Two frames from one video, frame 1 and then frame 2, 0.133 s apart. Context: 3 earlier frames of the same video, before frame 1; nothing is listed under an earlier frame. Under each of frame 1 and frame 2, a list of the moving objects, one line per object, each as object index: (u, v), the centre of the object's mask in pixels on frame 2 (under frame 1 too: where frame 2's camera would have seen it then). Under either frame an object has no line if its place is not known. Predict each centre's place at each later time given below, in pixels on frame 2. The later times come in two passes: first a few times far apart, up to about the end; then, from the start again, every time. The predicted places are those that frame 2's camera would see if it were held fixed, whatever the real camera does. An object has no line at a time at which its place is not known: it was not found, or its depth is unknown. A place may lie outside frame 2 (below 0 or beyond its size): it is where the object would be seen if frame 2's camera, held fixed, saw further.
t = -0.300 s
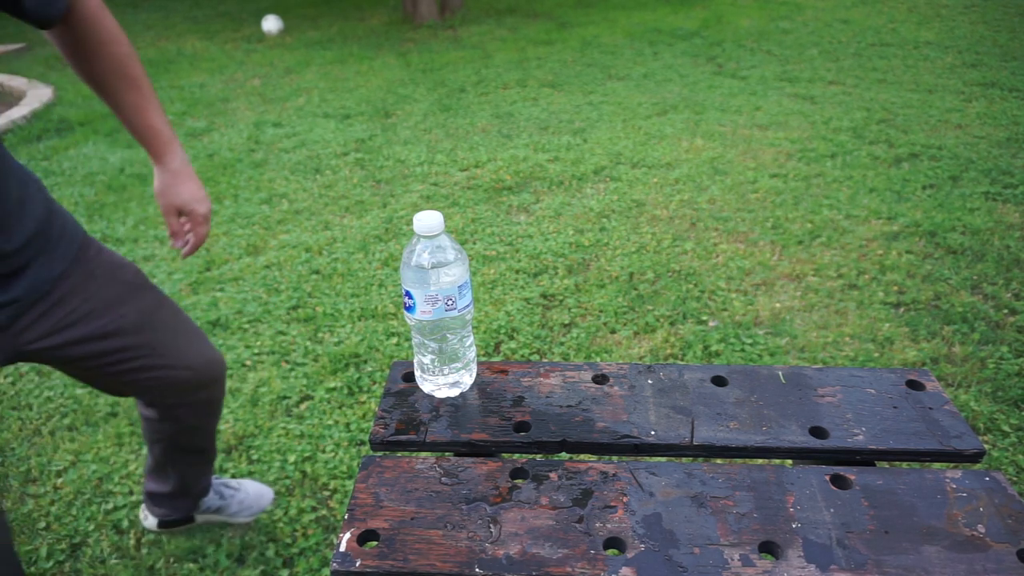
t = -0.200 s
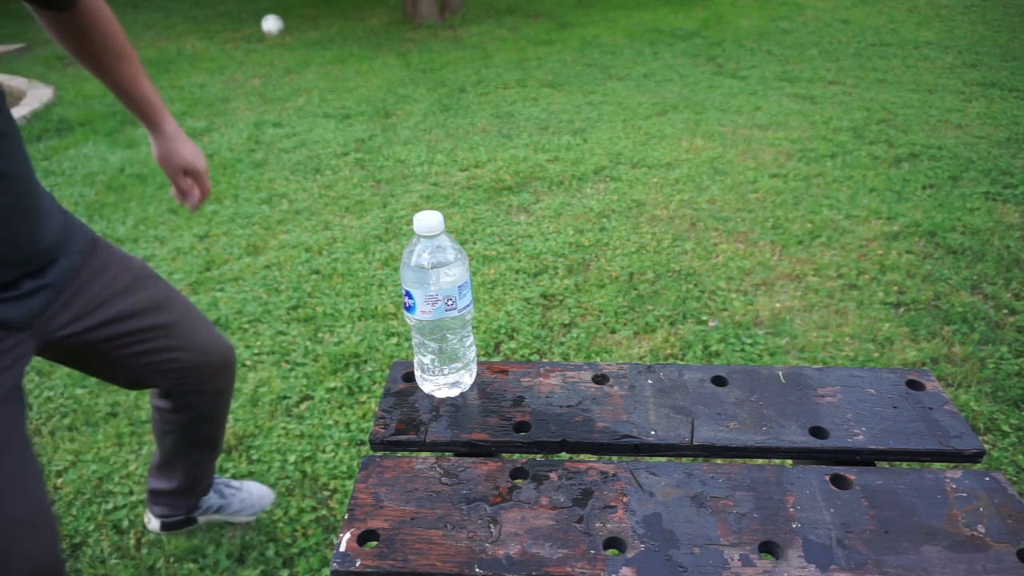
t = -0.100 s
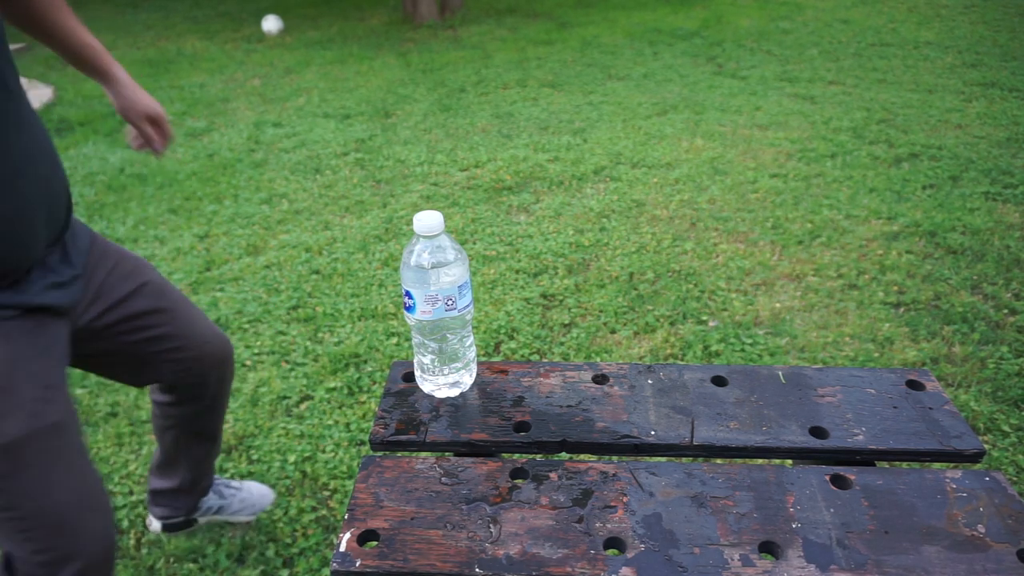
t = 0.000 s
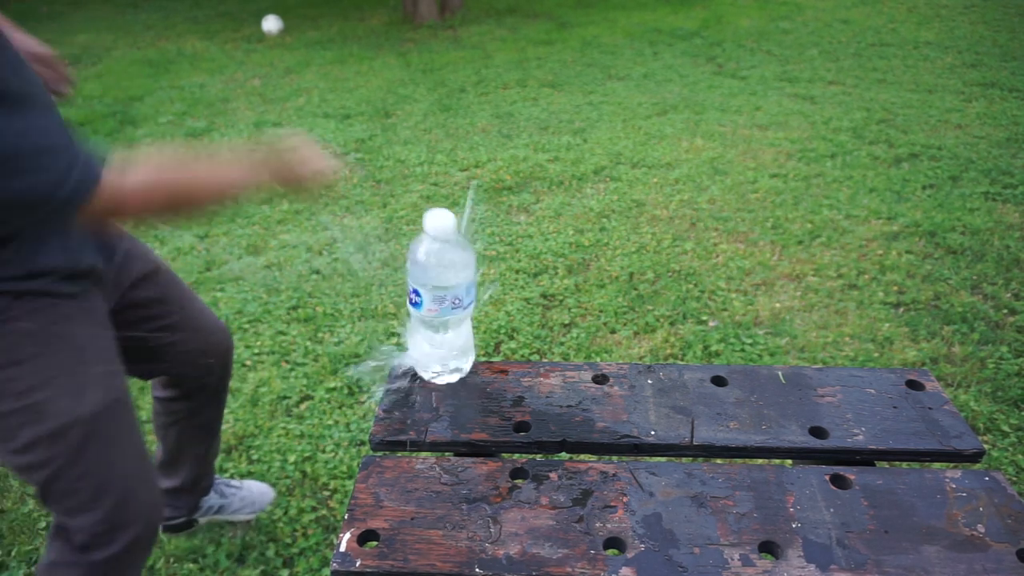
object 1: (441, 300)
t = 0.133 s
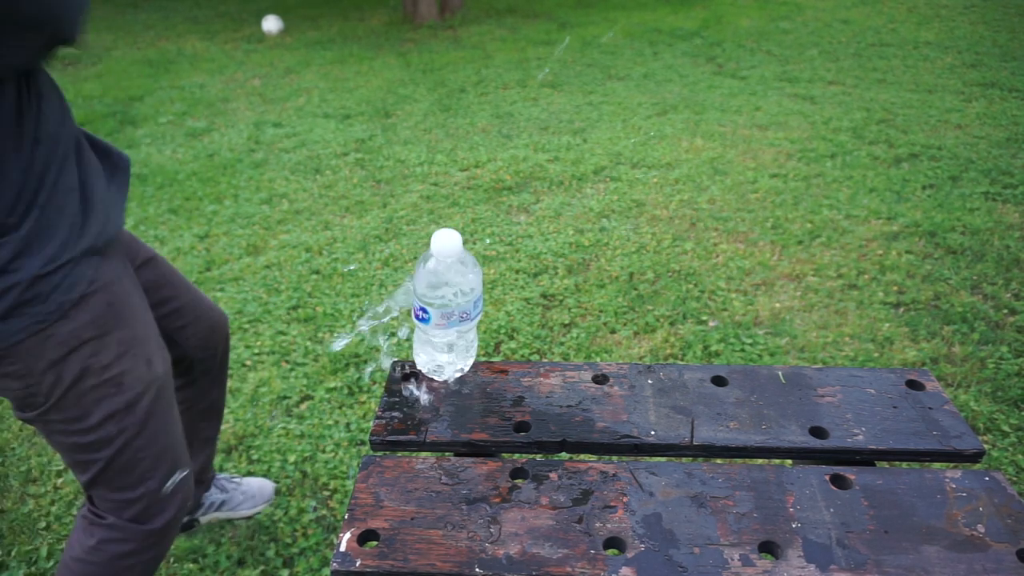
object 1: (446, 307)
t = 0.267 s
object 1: (452, 326)
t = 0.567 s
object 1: (466, 430)
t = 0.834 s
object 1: (466, 430)
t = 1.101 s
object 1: (466, 430)
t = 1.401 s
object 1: (466, 430)
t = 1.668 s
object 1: (465, 430)
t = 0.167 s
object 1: (447, 310)
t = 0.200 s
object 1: (448, 314)
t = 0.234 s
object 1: (450, 319)
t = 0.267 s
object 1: (452, 326)
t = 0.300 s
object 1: (455, 337)
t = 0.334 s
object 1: (461, 362)
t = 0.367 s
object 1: (464, 392)
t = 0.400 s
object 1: (467, 421)
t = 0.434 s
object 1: (467, 423)
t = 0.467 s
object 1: (467, 427)
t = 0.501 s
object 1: (467, 429)
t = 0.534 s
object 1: (465, 429)
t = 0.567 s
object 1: (466, 430)
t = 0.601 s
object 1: (465, 430)
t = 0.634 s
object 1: (465, 430)
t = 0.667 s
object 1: (465, 430)
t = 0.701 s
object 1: (466, 430)
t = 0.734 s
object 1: (466, 430)
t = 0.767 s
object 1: (466, 430)
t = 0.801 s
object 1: (466, 430)
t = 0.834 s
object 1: (466, 430)
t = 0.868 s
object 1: (466, 430)
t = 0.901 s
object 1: (466, 430)
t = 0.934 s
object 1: (466, 430)
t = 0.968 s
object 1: (466, 430)
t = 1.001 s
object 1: (465, 430)
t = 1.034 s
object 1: (466, 430)
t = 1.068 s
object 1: (465, 430)
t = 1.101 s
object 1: (466, 430)
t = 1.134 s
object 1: (466, 430)
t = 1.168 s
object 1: (466, 430)
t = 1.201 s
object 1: (466, 430)
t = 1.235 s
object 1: (466, 430)
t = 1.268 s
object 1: (465, 430)
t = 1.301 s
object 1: (465, 430)
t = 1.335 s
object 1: (465, 430)
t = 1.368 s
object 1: (466, 430)
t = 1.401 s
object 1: (466, 430)
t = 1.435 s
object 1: (466, 430)
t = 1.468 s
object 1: (466, 430)
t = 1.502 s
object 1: (466, 430)
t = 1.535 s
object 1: (466, 430)
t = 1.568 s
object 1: (466, 430)
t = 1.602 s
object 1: (466, 430)
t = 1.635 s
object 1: (466, 430)
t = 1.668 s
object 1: (465, 430)
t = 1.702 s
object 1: (465, 430)
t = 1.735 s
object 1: (466, 430)
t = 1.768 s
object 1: (466, 430)
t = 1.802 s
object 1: (466, 430)
